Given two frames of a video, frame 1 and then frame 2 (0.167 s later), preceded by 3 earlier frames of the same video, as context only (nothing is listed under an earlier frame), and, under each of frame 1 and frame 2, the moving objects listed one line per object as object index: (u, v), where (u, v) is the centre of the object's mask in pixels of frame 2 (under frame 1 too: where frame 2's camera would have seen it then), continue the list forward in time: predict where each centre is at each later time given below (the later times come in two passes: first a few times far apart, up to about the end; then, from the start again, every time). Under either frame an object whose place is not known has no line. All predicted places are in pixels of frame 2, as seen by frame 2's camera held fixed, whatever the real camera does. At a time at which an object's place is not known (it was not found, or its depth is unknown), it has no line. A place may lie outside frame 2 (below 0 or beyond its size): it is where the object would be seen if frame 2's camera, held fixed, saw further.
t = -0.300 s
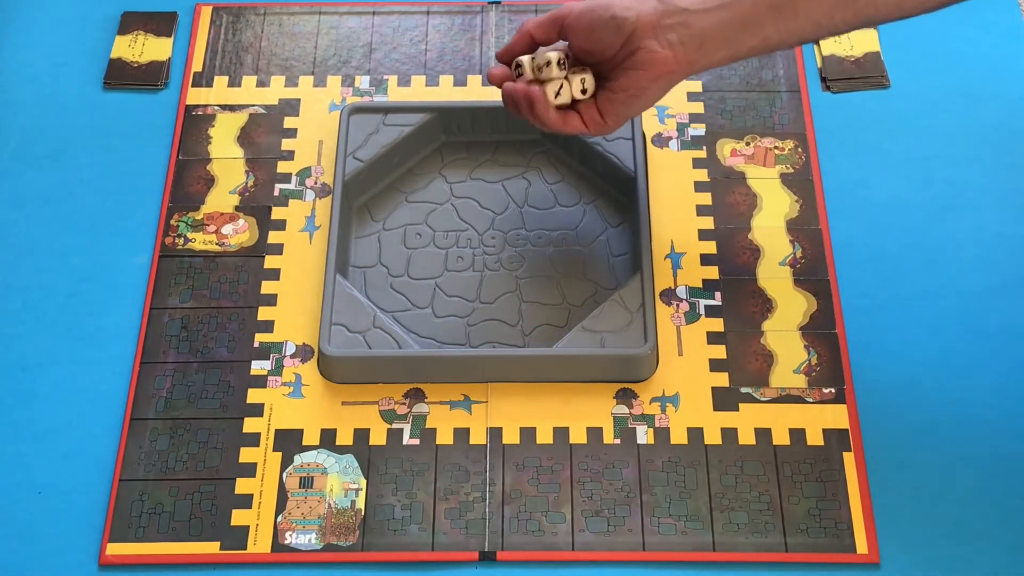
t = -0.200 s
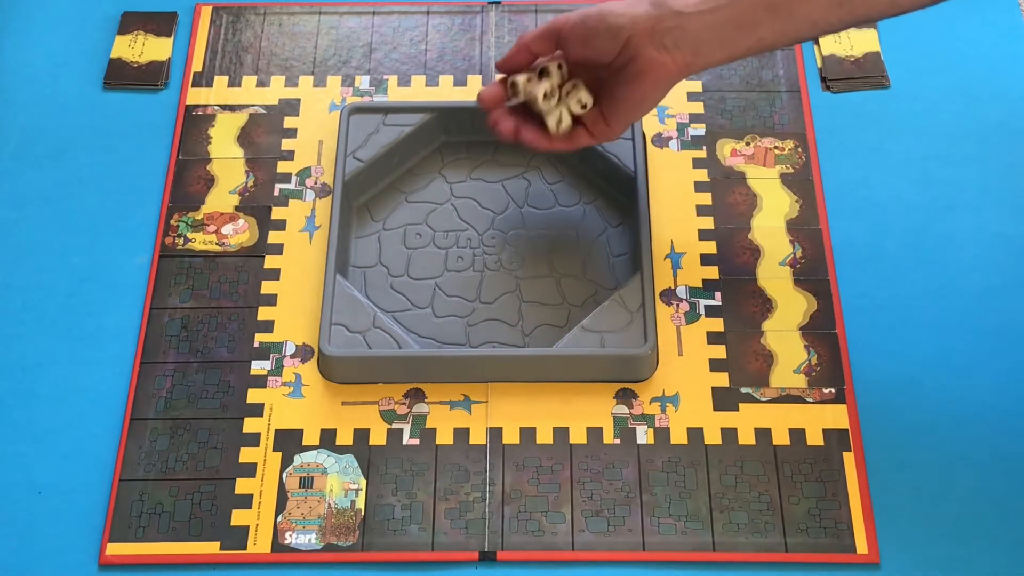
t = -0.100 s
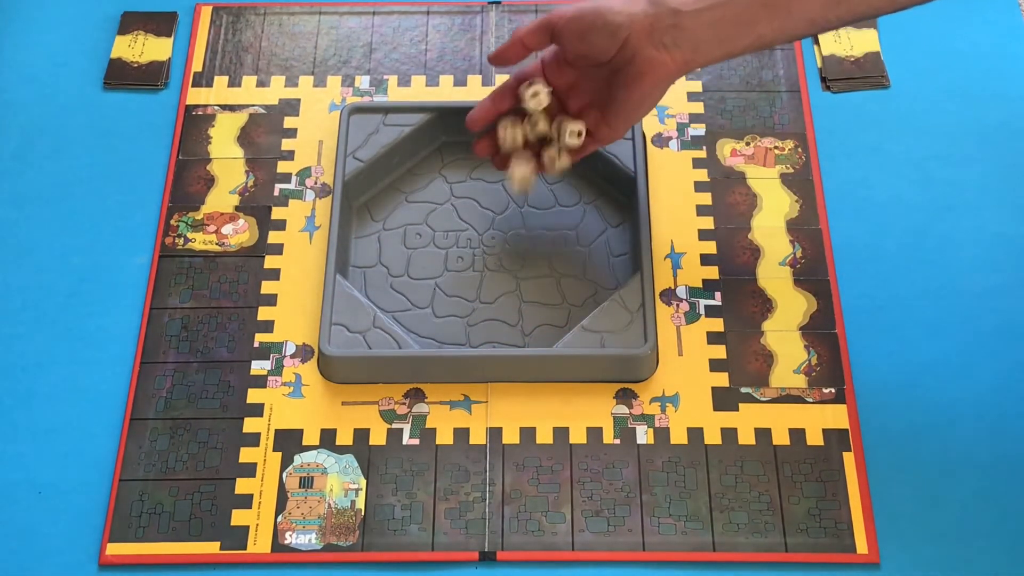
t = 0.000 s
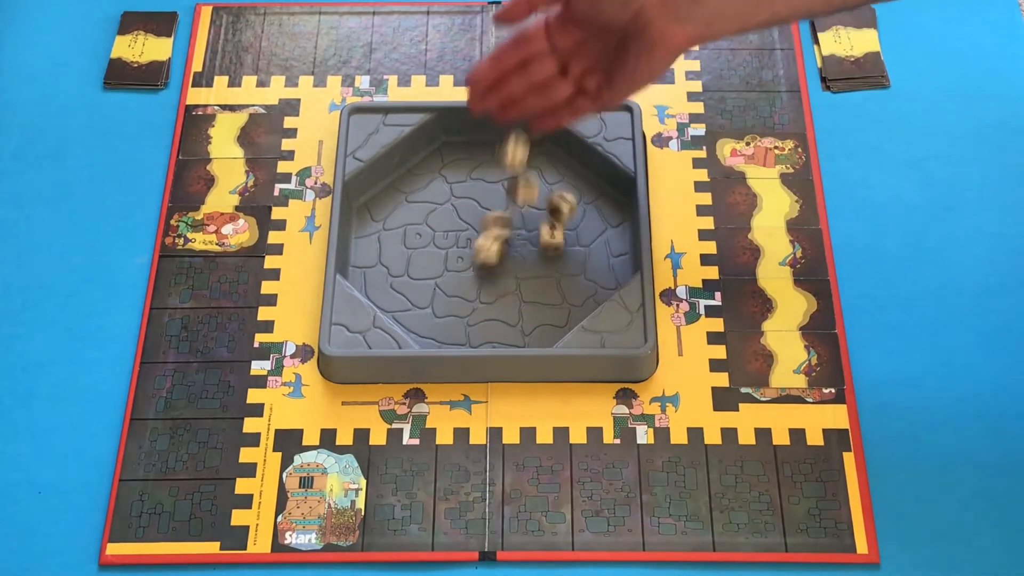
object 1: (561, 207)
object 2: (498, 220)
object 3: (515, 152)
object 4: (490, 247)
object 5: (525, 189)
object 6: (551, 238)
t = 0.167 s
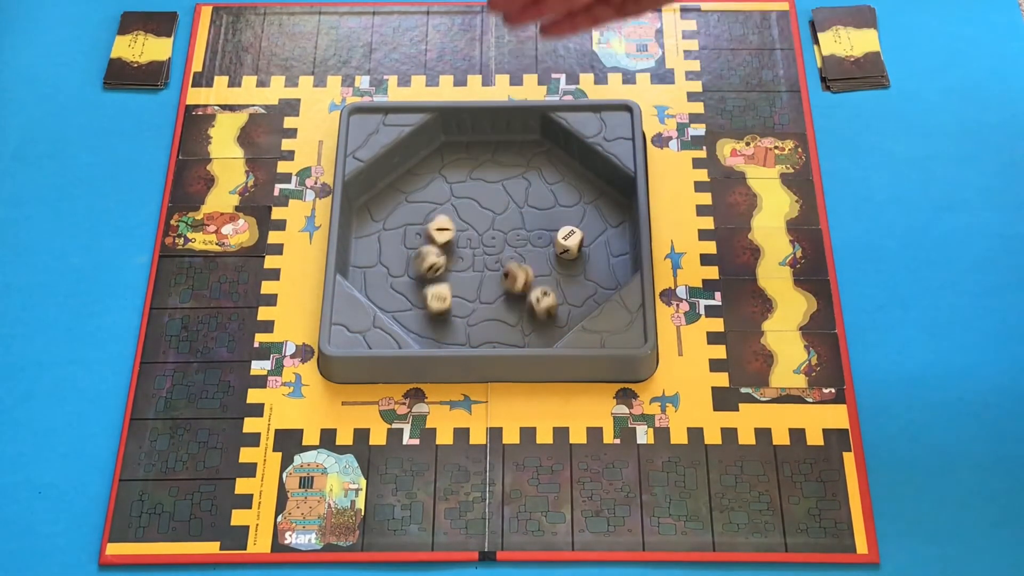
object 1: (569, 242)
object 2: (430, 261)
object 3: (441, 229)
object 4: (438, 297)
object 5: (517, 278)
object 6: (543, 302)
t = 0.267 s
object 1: (569, 243)
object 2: (400, 274)
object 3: (411, 233)
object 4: (429, 323)
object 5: (506, 303)
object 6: (540, 319)
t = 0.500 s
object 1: (569, 242)
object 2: (363, 255)
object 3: (399, 234)
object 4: (459, 339)
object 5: (491, 335)
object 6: (539, 319)
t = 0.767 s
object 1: (569, 242)
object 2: (363, 247)
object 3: (399, 234)
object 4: (460, 339)
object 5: (494, 337)
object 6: (539, 319)
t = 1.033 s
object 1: (568, 243)
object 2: (363, 247)
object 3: (399, 235)
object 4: (460, 339)
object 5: (494, 337)
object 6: (539, 319)
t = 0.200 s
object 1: (568, 243)
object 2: (420, 268)
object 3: (429, 231)
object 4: (431, 307)
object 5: (515, 286)
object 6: (541, 311)
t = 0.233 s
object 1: (569, 243)
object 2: (409, 272)
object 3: (418, 233)
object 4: (429, 314)
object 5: (511, 294)
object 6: (541, 316)
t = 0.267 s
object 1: (569, 243)
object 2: (400, 274)
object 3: (411, 233)
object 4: (429, 323)
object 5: (506, 303)
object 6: (540, 319)
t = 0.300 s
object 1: (569, 243)
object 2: (389, 275)
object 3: (404, 234)
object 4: (427, 332)
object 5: (500, 308)
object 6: (539, 319)
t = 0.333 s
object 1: (569, 243)
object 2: (381, 274)
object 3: (400, 234)
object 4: (432, 333)
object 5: (496, 312)
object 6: (539, 319)
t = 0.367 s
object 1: (569, 243)
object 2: (374, 271)
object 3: (399, 234)
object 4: (441, 335)
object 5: (493, 317)
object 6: (539, 319)
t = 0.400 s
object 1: (568, 243)
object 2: (367, 268)
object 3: (399, 235)
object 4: (446, 338)
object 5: (492, 321)
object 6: (539, 319)
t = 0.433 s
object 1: (569, 243)
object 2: (363, 263)
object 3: (399, 234)
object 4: (450, 339)
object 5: (492, 329)
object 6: (539, 319)
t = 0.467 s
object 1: (569, 243)
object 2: (362, 259)
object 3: (399, 234)
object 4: (455, 340)
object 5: (490, 333)
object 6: (539, 319)
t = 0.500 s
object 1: (569, 242)
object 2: (363, 255)
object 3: (399, 234)
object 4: (459, 339)
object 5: (491, 335)
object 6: (539, 319)
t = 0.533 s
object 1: (569, 242)
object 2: (363, 250)
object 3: (399, 234)
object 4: (460, 339)
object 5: (493, 336)
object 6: (539, 319)
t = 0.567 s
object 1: (569, 242)
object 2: (363, 248)
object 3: (399, 234)
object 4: (460, 339)
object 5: (494, 337)
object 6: (539, 319)
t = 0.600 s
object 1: (568, 243)
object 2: (363, 247)
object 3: (399, 235)
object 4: (460, 339)
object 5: (494, 337)
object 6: (539, 319)
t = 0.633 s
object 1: (569, 242)
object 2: (363, 247)
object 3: (399, 234)
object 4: (460, 339)
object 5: (494, 337)
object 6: (539, 319)
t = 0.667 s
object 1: (569, 242)
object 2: (363, 247)
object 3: (399, 234)
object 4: (460, 339)
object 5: (494, 337)
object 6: (539, 319)
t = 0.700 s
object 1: (569, 242)
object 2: (363, 247)
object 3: (399, 234)
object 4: (461, 339)
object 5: (494, 337)
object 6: (539, 319)
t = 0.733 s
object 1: (569, 242)
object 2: (363, 247)
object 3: (399, 234)
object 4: (460, 339)
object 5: (494, 337)
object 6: (539, 319)
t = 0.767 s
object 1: (569, 242)
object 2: (363, 247)
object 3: (399, 234)
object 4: (460, 339)
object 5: (494, 337)
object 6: (539, 319)
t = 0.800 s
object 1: (569, 243)
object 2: (363, 247)
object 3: (399, 235)
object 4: (460, 339)
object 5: (494, 337)
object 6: (539, 319)
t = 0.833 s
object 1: (569, 242)
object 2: (363, 247)
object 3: (399, 234)
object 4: (460, 339)
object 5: (494, 337)
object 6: (539, 319)
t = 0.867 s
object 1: (569, 243)
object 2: (363, 247)
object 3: (399, 235)
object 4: (461, 339)
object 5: (494, 337)
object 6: (539, 319)
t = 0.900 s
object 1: (568, 243)
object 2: (363, 247)
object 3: (399, 234)
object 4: (460, 339)
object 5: (494, 337)
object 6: (539, 319)
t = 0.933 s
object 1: (569, 242)
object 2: (363, 247)
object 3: (399, 234)
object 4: (460, 339)
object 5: (494, 337)
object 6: (539, 319)
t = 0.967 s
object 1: (569, 242)
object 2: (363, 247)
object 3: (399, 234)
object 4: (460, 339)
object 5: (494, 337)
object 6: (539, 319)
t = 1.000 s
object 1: (569, 243)
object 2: (363, 247)
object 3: (399, 234)
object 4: (461, 339)
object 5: (494, 337)
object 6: (539, 319)
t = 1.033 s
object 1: (568, 243)
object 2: (363, 247)
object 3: (399, 235)
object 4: (460, 339)
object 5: (494, 337)
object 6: (539, 319)
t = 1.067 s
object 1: (568, 243)
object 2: (363, 247)
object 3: (399, 235)
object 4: (460, 339)
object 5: (494, 337)
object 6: (539, 319)
